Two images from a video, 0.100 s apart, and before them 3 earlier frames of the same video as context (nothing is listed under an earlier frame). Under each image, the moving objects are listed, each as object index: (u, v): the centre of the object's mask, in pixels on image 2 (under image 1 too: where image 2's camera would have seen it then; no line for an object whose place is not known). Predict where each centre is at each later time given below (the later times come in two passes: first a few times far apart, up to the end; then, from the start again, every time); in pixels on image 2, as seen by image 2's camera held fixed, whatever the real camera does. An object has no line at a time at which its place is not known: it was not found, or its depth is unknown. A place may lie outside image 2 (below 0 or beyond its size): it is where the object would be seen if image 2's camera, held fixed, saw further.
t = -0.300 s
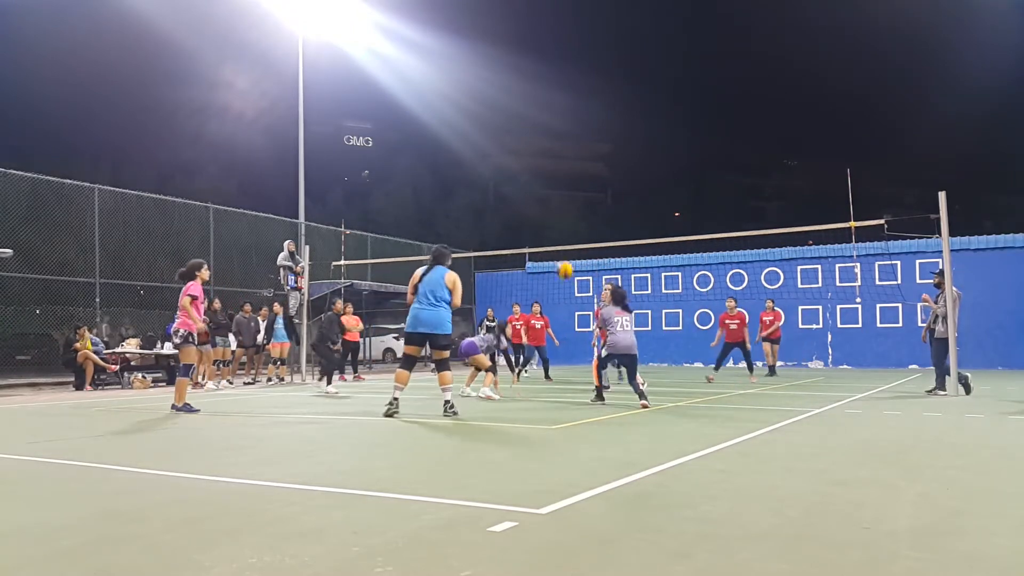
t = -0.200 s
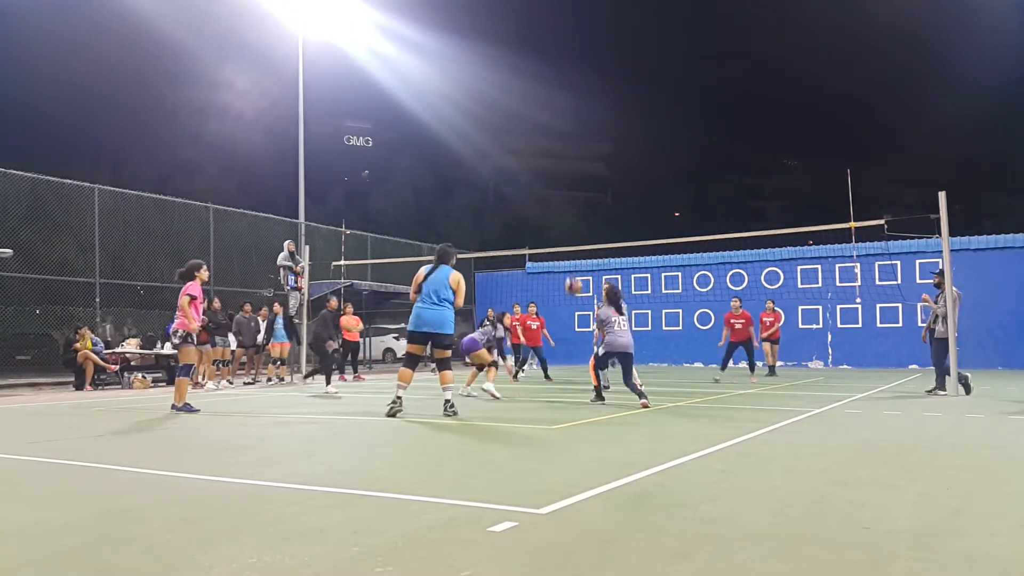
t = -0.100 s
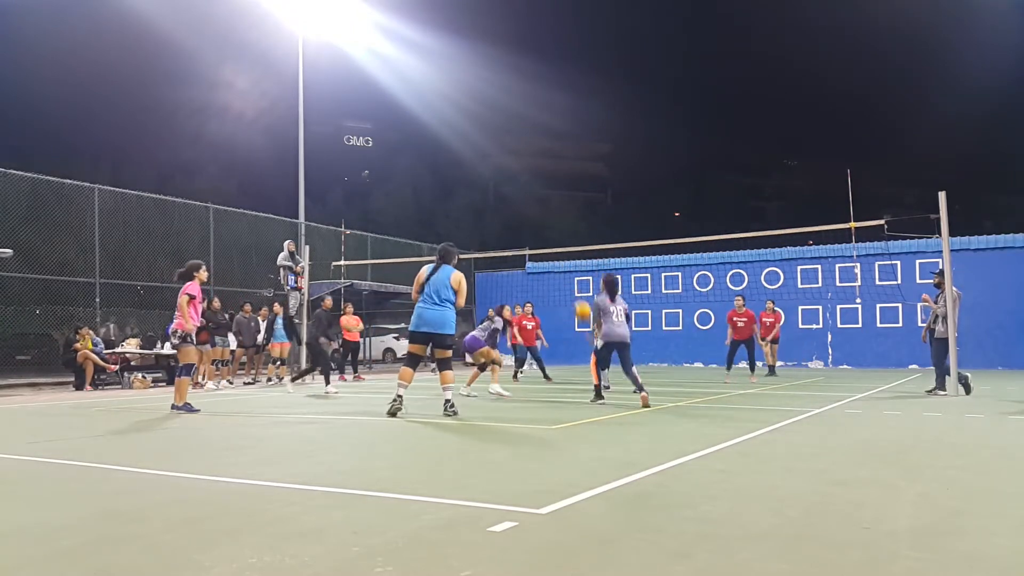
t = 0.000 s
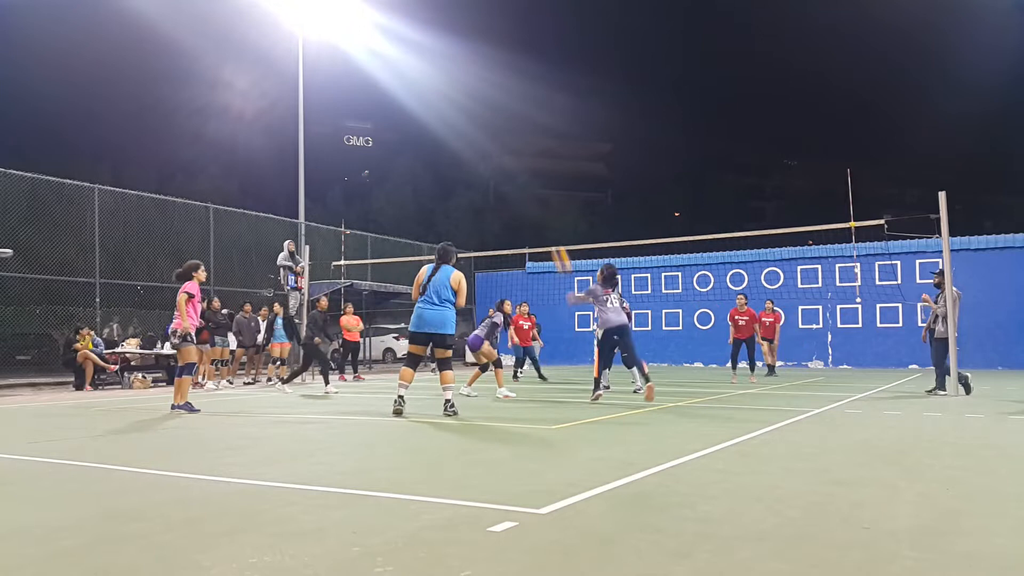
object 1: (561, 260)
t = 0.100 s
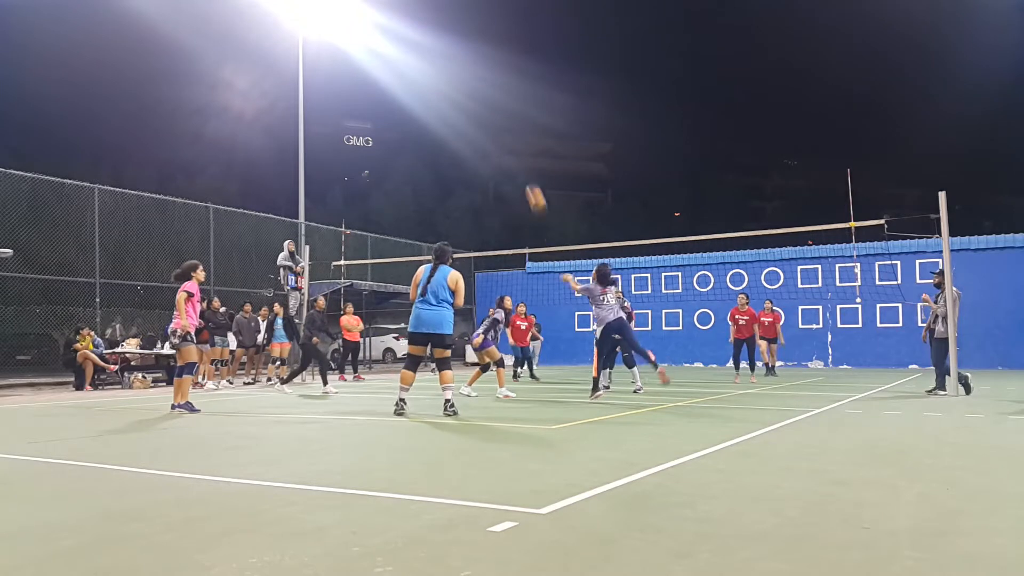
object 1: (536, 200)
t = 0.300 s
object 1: (490, 103)
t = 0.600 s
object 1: (430, 29)
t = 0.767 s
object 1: (402, 17)
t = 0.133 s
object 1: (527, 179)
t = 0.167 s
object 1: (520, 162)
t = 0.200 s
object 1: (511, 145)
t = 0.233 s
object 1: (504, 130)
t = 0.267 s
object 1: (497, 117)
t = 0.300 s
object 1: (490, 103)
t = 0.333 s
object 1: (482, 91)
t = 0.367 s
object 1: (475, 80)
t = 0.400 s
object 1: (468, 70)
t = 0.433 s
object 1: (461, 61)
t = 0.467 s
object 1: (455, 53)
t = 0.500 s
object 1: (449, 46)
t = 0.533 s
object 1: (443, 40)
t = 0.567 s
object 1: (436, 34)
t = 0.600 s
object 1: (430, 29)
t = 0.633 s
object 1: (424, 25)
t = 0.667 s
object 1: (418, 22)
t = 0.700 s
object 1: (413, 20)
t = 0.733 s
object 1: (408, 18)
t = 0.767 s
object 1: (402, 17)
